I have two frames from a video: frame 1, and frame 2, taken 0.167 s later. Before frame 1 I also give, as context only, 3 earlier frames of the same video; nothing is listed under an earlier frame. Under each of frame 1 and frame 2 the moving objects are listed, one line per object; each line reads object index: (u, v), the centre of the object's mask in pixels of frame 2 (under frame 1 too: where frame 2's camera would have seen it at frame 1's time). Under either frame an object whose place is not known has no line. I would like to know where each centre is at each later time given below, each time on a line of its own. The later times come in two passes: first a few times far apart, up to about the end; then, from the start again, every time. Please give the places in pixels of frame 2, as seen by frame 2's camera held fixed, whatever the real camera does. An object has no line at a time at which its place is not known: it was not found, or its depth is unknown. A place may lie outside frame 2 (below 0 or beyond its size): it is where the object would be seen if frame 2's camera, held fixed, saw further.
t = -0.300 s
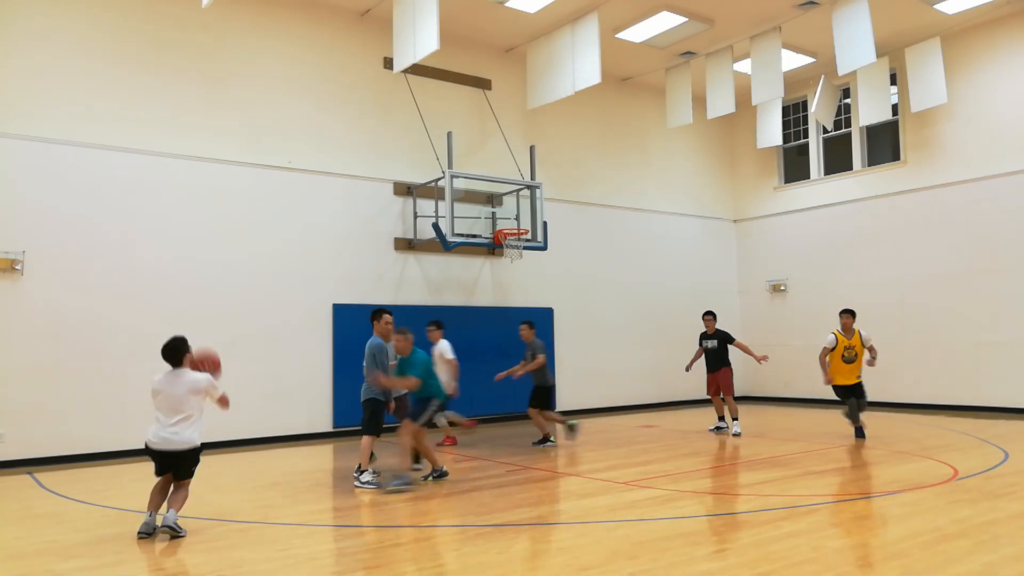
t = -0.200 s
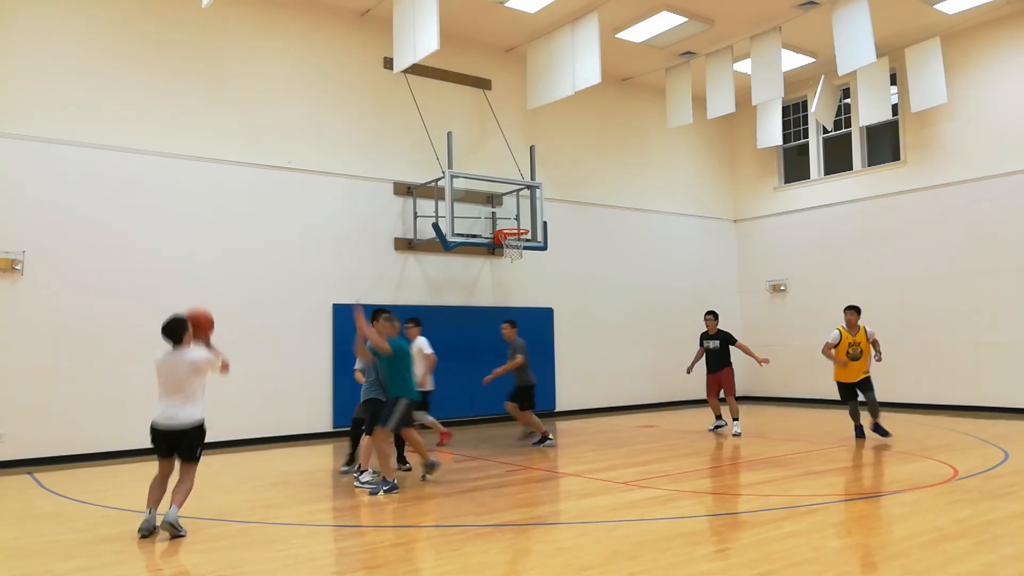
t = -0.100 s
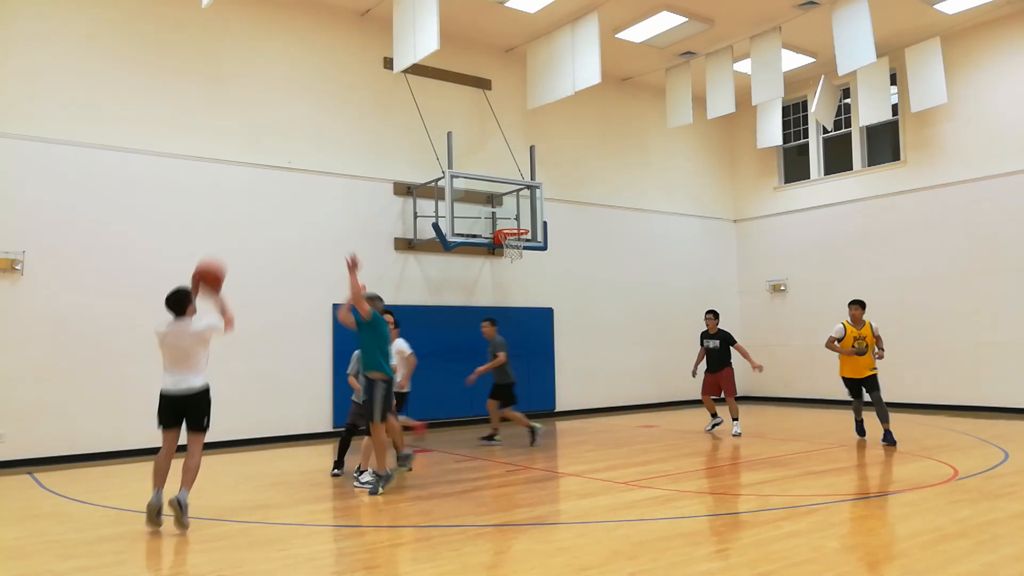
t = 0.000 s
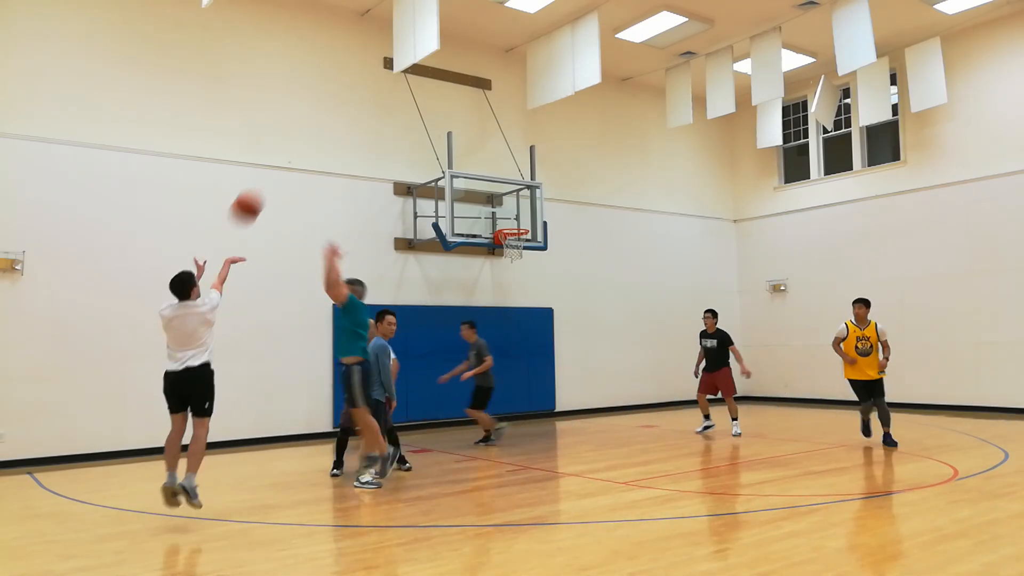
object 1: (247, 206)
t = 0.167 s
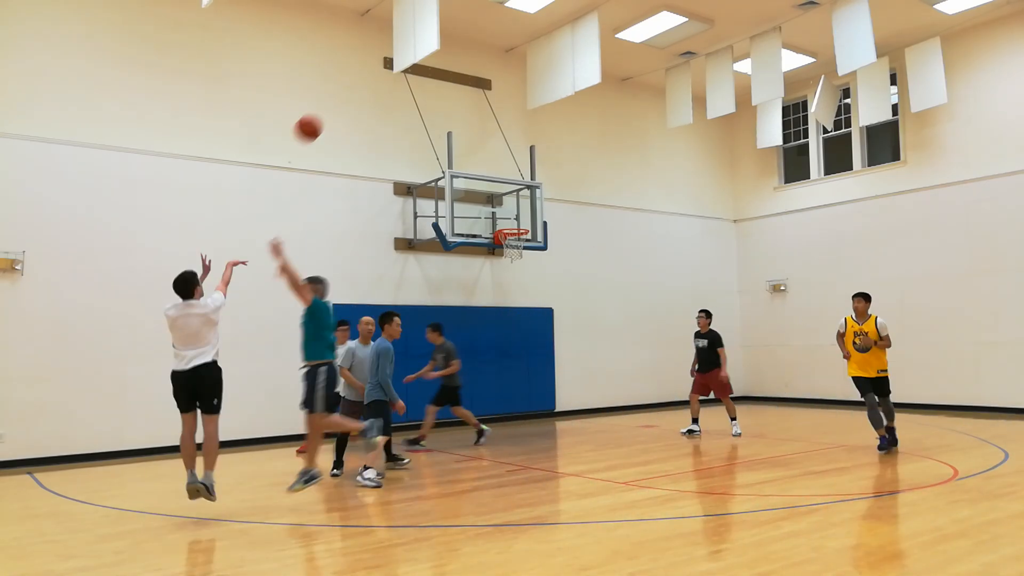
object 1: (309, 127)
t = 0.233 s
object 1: (330, 108)
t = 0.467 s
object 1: (390, 79)
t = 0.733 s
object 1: (443, 101)
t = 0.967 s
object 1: (481, 154)
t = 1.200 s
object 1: (512, 226)
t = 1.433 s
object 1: (506, 246)
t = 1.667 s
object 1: (516, 273)
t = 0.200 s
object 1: (319, 117)
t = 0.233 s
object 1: (330, 108)
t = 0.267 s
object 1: (339, 100)
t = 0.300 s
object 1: (349, 94)
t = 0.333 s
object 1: (357, 88)
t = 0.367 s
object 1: (366, 85)
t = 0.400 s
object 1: (374, 82)
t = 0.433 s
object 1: (382, 80)
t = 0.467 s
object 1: (390, 79)
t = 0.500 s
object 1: (398, 79)
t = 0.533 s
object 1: (405, 79)
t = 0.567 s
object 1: (411, 81)
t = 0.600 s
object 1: (419, 83)
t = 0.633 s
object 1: (425, 87)
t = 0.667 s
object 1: (431, 91)
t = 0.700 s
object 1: (437, 95)
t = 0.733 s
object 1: (443, 101)
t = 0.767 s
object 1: (449, 106)
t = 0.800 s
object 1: (455, 113)
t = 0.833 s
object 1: (460, 120)
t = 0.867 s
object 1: (466, 128)
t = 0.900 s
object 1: (471, 136)
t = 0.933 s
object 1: (476, 145)
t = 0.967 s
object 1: (481, 154)
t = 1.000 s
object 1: (486, 164)
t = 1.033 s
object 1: (490, 173)
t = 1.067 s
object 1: (495, 184)
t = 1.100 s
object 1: (500, 195)
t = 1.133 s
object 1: (504, 206)
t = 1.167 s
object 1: (508, 218)
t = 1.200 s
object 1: (512, 226)
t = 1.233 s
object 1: (516, 231)
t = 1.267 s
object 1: (520, 234)
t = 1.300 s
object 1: (510, 236)
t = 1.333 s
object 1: (504, 240)
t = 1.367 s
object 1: (502, 243)
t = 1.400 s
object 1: (505, 245)
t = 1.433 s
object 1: (506, 246)
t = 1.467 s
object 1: (507, 249)
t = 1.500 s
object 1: (509, 251)
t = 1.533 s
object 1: (510, 255)
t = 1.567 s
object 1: (511, 258)
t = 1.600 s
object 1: (513, 263)
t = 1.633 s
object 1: (514, 268)
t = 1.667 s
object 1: (516, 273)
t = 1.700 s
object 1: (517, 281)
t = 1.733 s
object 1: (519, 288)
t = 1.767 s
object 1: (521, 296)
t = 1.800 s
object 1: (522, 302)
